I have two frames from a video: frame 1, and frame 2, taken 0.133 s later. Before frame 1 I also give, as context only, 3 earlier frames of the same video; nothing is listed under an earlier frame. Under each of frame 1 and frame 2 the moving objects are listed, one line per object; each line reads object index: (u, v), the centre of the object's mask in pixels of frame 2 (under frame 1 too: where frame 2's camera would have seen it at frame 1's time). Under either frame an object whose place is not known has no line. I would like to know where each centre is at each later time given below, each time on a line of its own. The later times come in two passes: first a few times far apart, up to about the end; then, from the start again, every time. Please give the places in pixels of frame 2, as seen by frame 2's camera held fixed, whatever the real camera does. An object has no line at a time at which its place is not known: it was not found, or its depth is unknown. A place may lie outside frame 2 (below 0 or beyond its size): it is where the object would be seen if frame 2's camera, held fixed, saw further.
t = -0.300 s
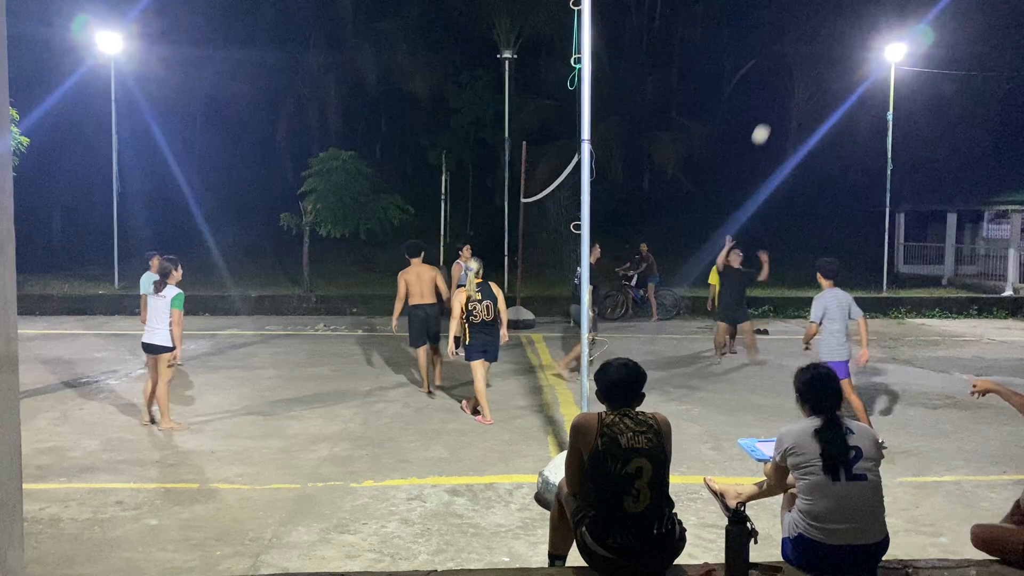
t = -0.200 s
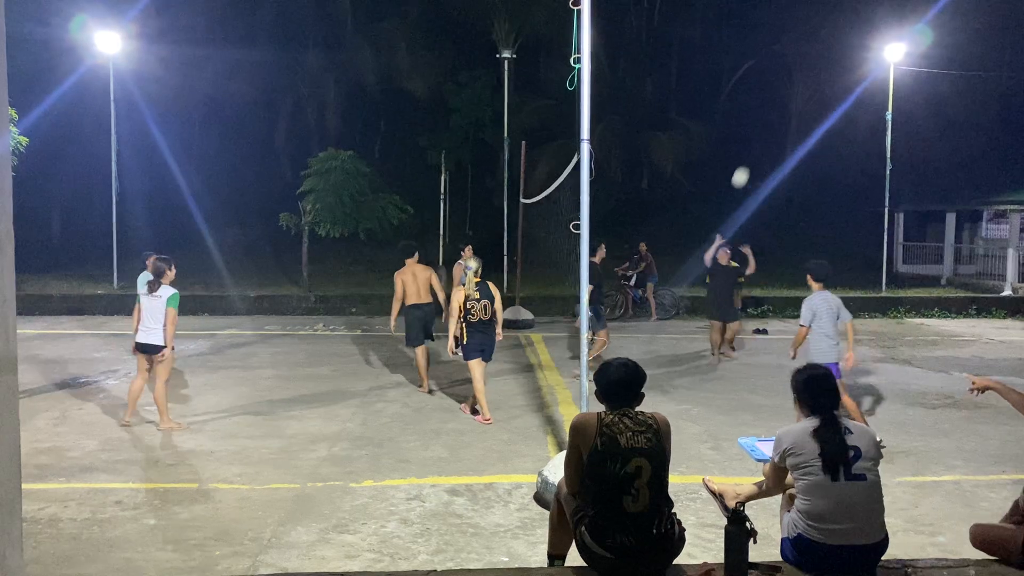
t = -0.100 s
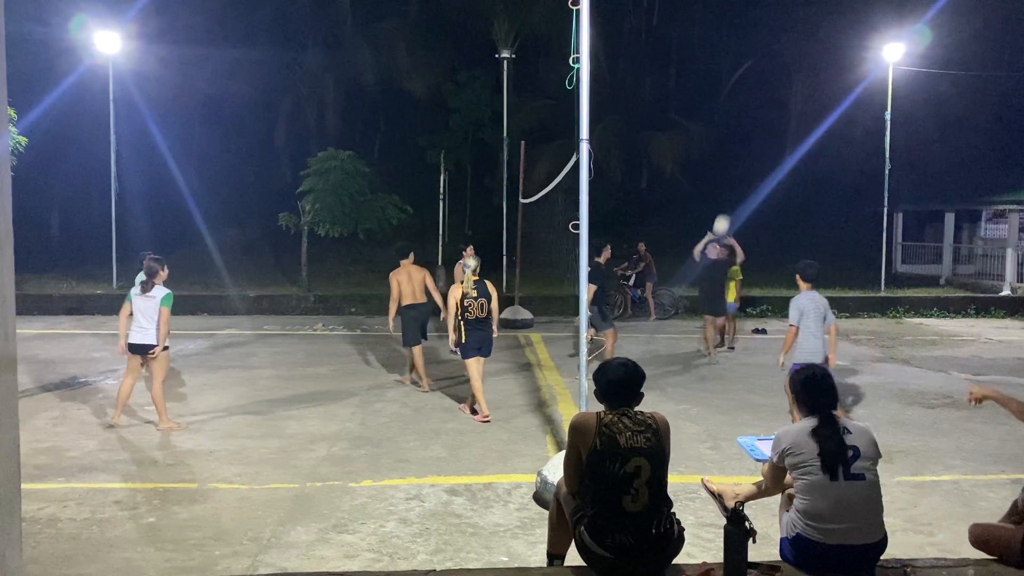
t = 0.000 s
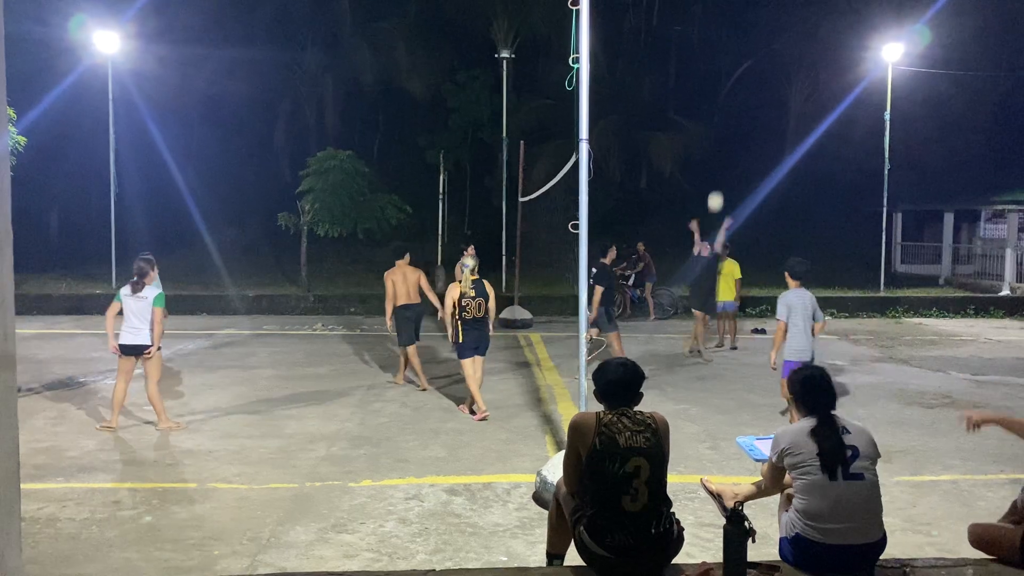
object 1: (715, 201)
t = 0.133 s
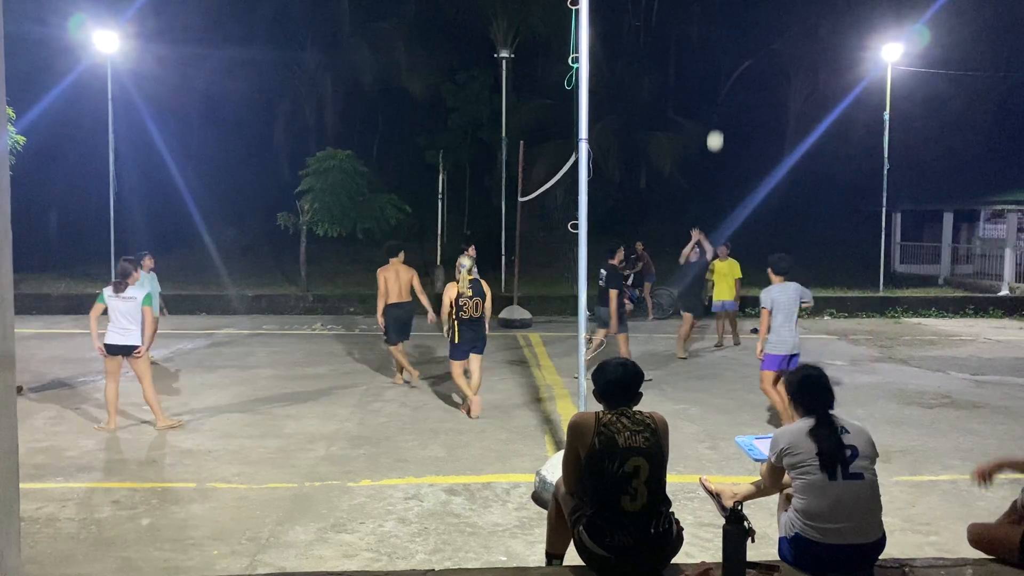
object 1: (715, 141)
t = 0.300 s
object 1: (716, 80)
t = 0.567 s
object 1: (718, 22)
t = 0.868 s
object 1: (717, 28)
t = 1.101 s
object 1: (714, 98)
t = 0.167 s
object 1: (715, 128)
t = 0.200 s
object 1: (715, 114)
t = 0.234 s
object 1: (715, 102)
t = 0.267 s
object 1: (716, 91)
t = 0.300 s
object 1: (716, 80)
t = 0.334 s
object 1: (716, 70)
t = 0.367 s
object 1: (716, 61)
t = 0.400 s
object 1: (717, 52)
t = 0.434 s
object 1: (717, 44)
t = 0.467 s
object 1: (717, 37)
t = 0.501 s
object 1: (717, 31)
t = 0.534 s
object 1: (718, 26)
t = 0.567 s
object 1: (718, 22)
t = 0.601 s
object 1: (718, 19)
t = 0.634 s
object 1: (718, 16)
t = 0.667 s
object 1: (718, 15)
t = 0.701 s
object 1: (718, 14)
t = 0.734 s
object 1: (718, 15)
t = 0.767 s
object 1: (718, 17)
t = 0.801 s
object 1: (718, 19)
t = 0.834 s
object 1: (717, 23)
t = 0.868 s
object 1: (717, 28)
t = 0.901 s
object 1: (717, 34)
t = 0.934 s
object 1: (717, 42)
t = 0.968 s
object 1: (716, 50)
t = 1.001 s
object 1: (716, 60)
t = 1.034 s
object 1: (715, 72)
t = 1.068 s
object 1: (715, 84)
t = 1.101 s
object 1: (714, 98)
